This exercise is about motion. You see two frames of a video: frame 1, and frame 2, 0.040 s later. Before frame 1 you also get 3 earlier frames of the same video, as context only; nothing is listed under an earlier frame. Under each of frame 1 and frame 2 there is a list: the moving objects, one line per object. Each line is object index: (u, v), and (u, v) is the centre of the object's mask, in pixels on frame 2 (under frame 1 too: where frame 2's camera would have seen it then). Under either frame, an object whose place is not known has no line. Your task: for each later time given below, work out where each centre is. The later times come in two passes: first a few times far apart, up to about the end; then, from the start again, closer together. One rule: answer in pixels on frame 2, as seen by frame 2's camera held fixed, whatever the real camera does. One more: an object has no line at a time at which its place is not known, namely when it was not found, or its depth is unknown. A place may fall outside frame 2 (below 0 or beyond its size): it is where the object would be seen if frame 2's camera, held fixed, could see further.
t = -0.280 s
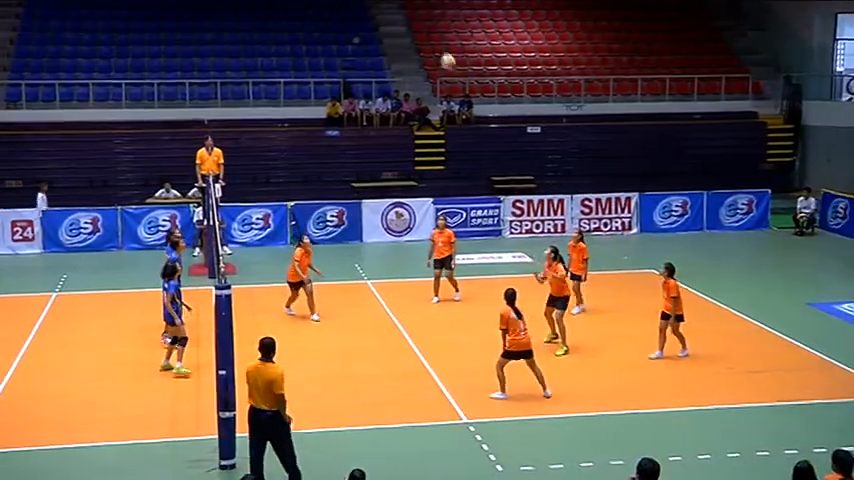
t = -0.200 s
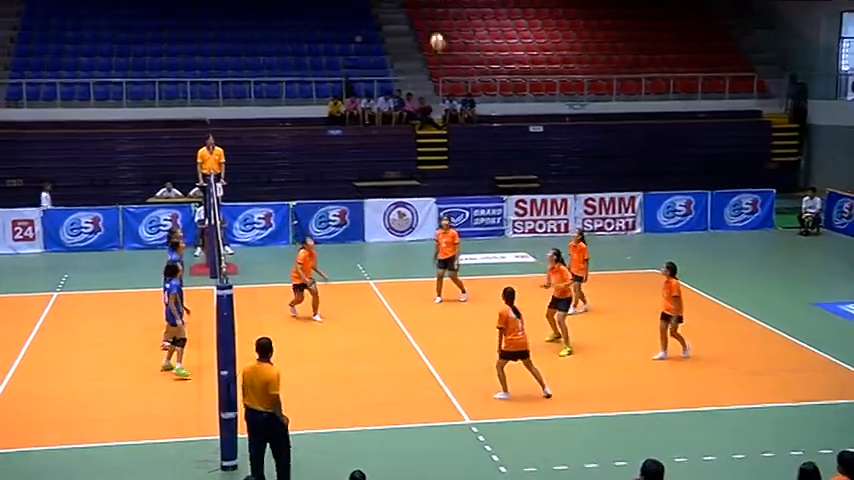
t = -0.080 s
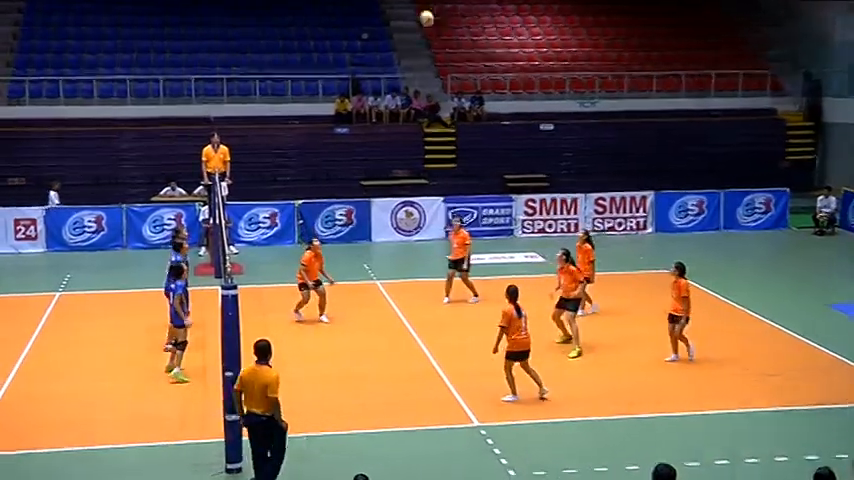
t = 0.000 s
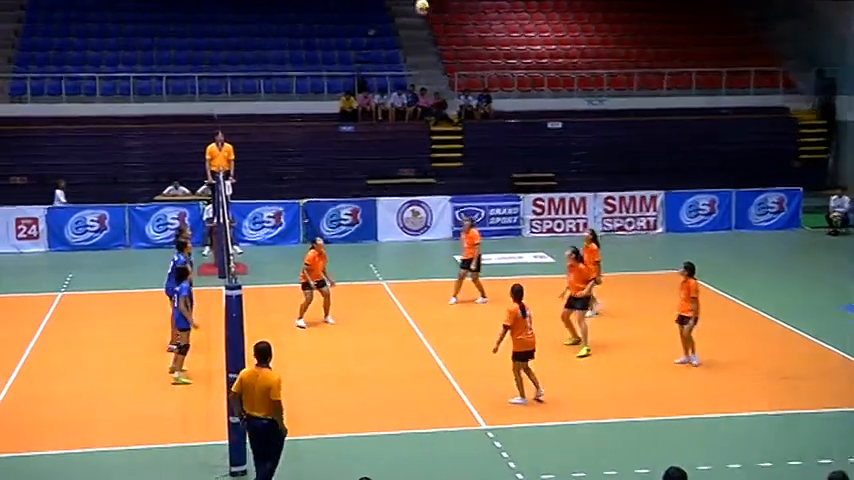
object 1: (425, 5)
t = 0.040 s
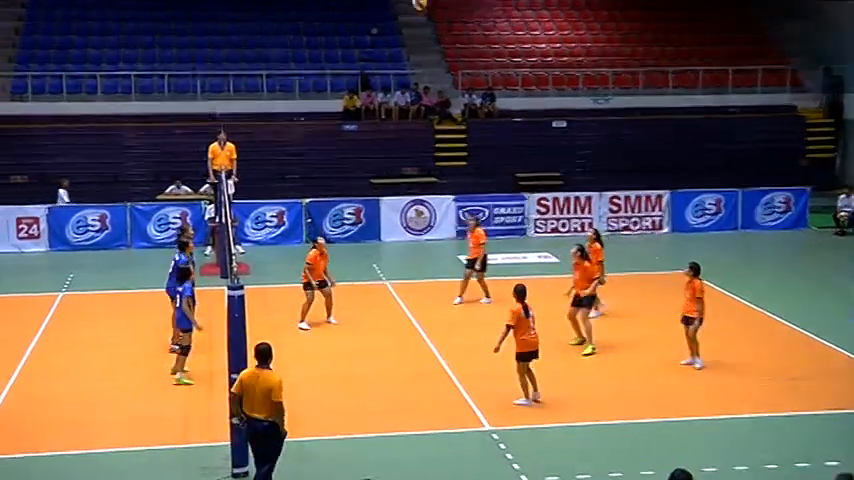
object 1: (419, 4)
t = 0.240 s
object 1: (390, 9)
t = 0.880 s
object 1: (302, 174)
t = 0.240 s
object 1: (390, 9)
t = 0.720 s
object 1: (323, 111)
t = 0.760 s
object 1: (318, 125)
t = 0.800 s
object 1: (313, 141)
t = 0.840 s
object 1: (307, 157)
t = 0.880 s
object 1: (302, 174)
